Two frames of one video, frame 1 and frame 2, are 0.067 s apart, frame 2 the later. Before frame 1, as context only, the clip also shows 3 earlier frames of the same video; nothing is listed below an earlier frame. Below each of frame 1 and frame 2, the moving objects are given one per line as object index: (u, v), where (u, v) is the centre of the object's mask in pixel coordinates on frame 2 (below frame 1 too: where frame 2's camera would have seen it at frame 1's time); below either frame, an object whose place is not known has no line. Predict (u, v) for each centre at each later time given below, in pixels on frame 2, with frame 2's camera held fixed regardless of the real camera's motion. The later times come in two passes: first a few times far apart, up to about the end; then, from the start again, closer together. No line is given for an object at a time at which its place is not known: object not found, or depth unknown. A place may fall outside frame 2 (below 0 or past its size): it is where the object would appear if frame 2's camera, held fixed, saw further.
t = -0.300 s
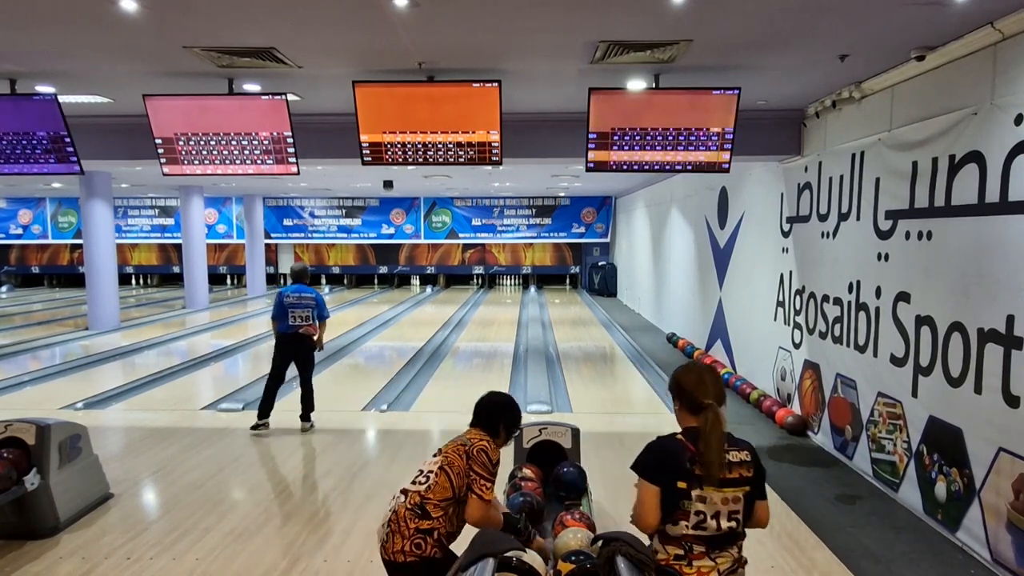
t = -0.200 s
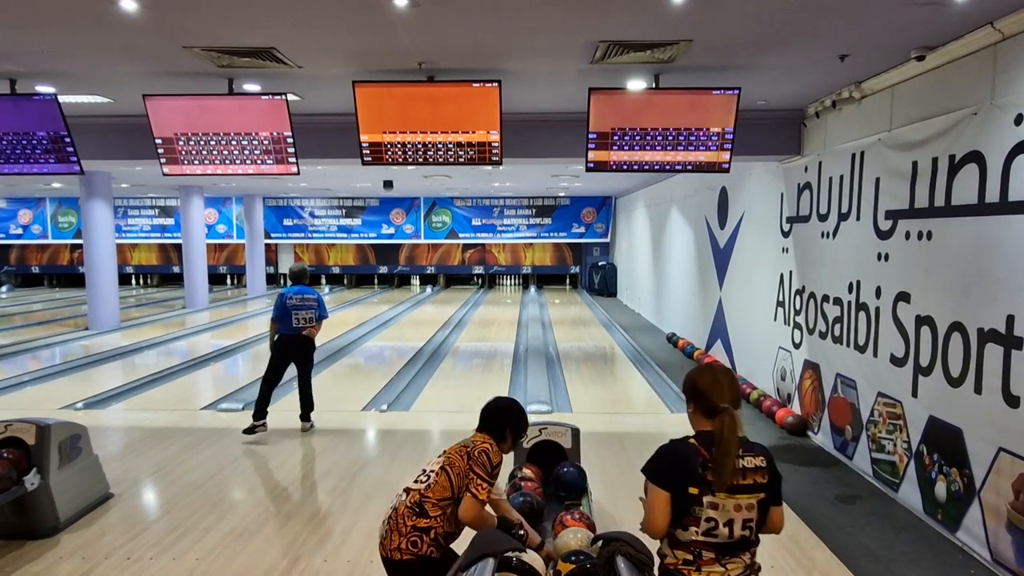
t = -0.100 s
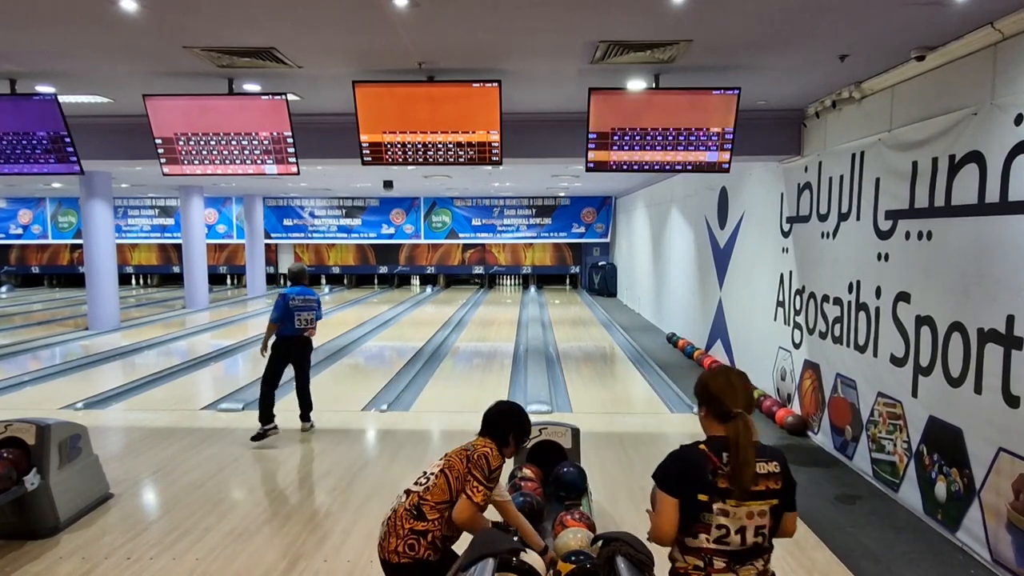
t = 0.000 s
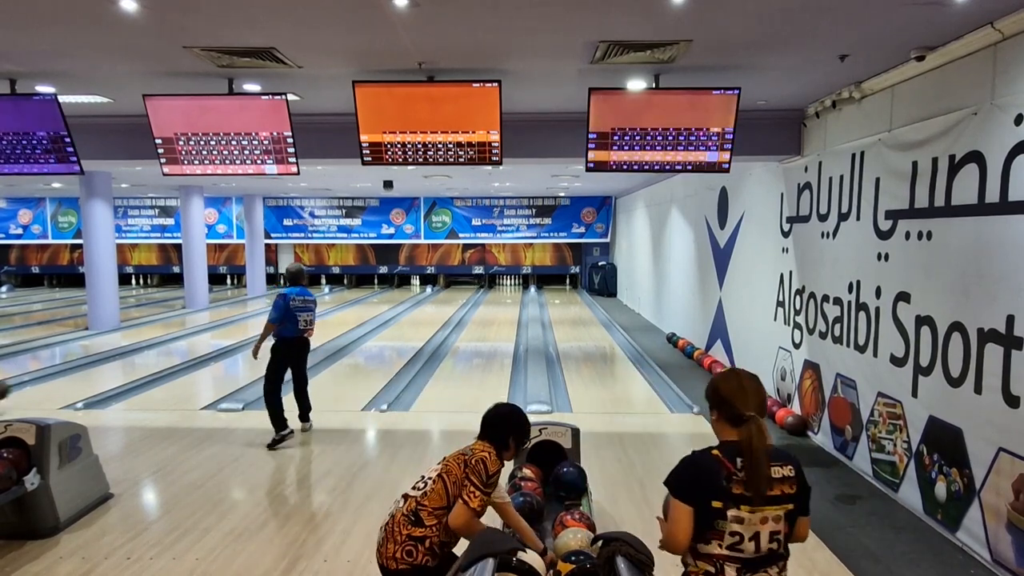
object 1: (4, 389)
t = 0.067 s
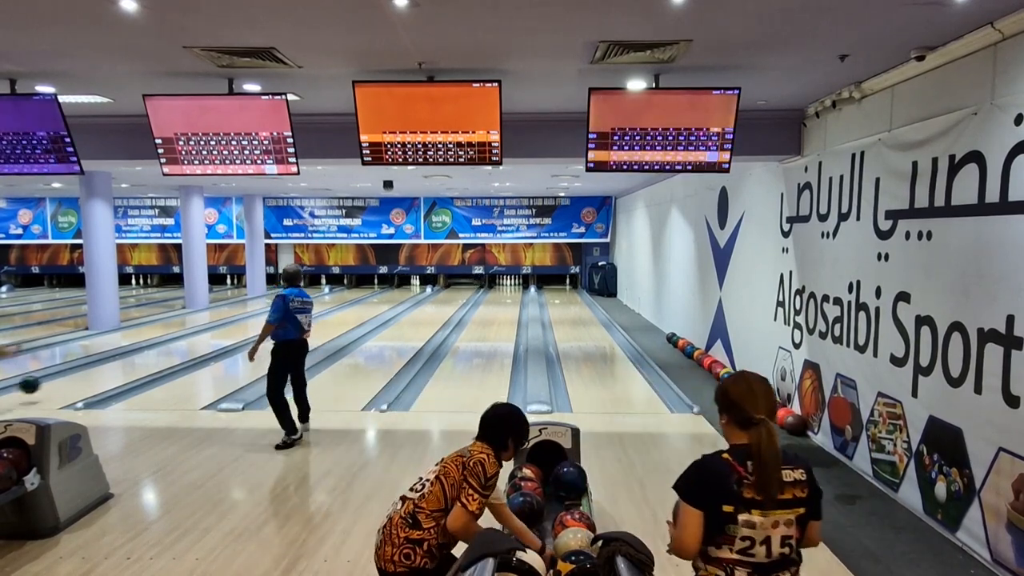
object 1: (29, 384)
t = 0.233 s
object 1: (93, 372)
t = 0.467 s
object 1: (158, 352)
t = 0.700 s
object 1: (208, 337)
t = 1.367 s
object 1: (296, 310)
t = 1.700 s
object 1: (324, 301)
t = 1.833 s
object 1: (333, 298)
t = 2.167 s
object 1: (352, 292)
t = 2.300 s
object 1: (358, 290)
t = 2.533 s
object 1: (366, 288)
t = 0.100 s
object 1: (43, 383)
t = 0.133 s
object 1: (57, 382)
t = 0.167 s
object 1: (70, 380)
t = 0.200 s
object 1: (82, 375)
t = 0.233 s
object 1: (93, 372)
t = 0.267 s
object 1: (104, 369)
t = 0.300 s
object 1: (115, 366)
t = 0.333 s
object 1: (124, 363)
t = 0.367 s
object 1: (134, 360)
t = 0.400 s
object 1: (143, 357)
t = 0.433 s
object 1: (150, 354)
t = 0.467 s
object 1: (158, 352)
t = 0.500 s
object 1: (167, 349)
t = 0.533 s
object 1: (175, 347)
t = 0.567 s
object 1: (182, 345)
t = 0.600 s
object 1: (189, 343)
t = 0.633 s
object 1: (196, 341)
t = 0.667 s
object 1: (202, 339)
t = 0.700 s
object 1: (208, 337)
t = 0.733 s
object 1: (215, 335)
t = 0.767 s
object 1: (220, 334)
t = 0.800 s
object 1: (223, 334)
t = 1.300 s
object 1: (289, 312)
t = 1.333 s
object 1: (293, 311)
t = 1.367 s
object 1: (296, 310)
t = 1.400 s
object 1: (299, 309)
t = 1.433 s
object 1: (302, 308)
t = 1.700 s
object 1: (324, 301)
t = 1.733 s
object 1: (326, 301)
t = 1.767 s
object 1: (328, 300)
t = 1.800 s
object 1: (330, 299)
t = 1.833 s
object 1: (333, 298)
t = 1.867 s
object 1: (335, 297)
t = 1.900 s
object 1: (337, 297)
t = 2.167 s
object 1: (352, 292)
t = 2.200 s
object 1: (353, 291)
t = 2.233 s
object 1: (355, 291)
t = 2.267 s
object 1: (356, 290)
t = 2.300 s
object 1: (358, 290)
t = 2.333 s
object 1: (359, 290)
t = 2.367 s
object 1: (360, 289)
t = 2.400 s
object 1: (361, 289)
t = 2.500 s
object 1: (365, 288)
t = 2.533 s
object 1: (366, 288)
